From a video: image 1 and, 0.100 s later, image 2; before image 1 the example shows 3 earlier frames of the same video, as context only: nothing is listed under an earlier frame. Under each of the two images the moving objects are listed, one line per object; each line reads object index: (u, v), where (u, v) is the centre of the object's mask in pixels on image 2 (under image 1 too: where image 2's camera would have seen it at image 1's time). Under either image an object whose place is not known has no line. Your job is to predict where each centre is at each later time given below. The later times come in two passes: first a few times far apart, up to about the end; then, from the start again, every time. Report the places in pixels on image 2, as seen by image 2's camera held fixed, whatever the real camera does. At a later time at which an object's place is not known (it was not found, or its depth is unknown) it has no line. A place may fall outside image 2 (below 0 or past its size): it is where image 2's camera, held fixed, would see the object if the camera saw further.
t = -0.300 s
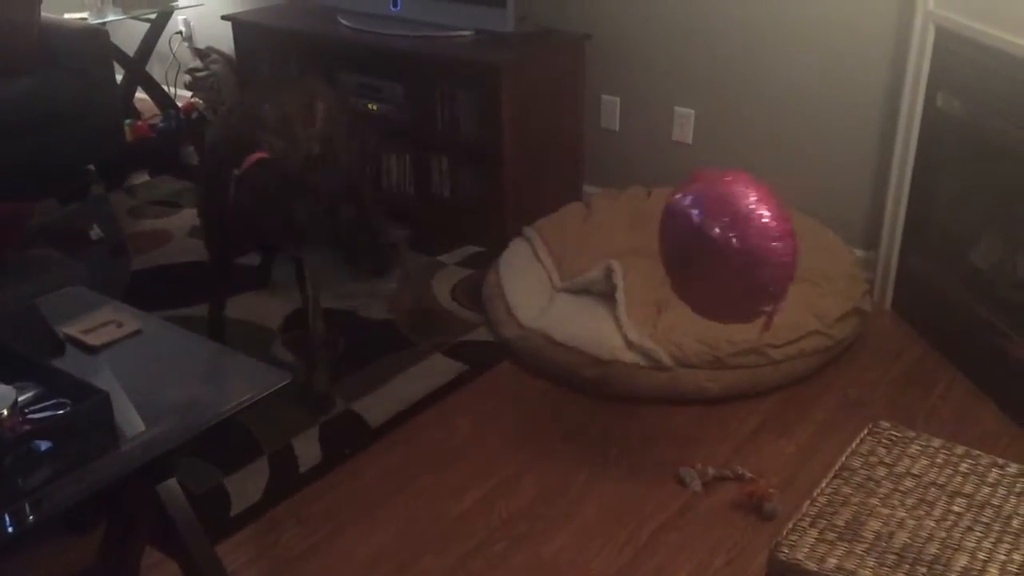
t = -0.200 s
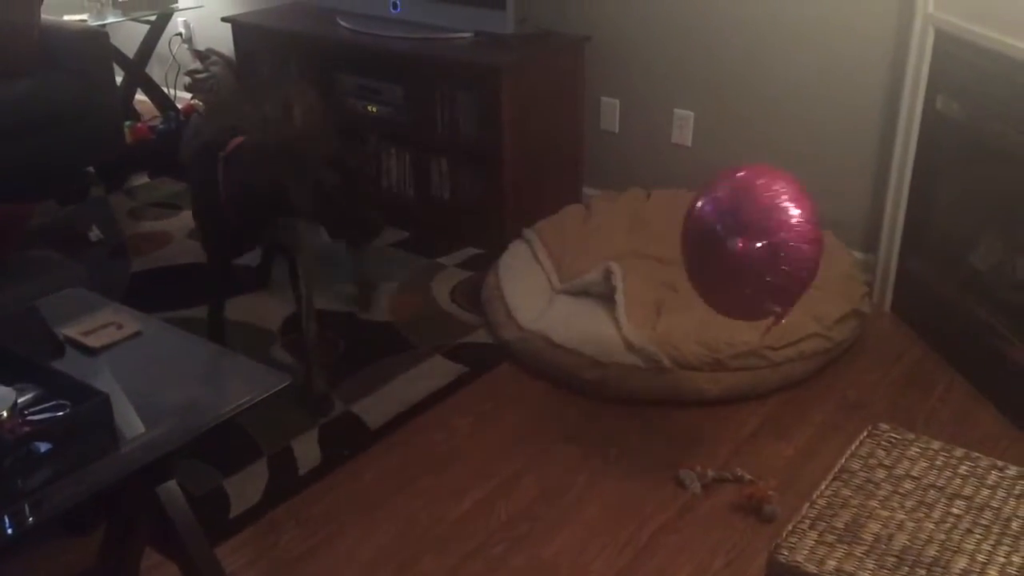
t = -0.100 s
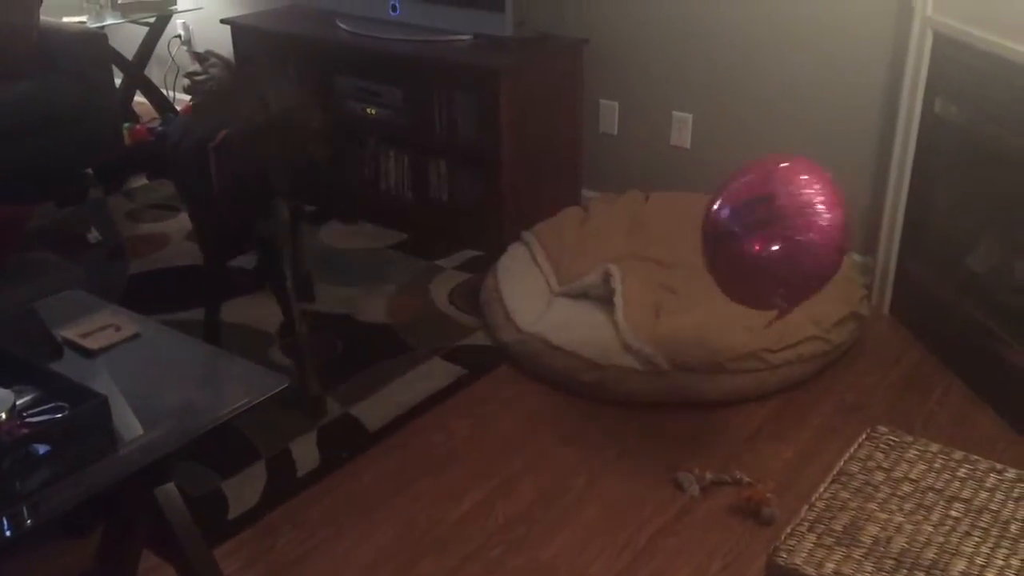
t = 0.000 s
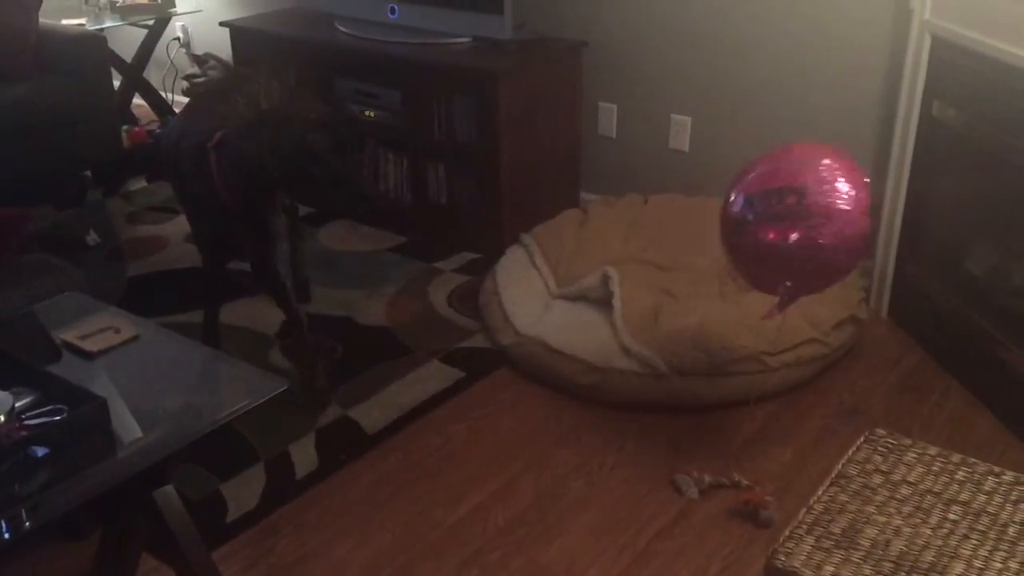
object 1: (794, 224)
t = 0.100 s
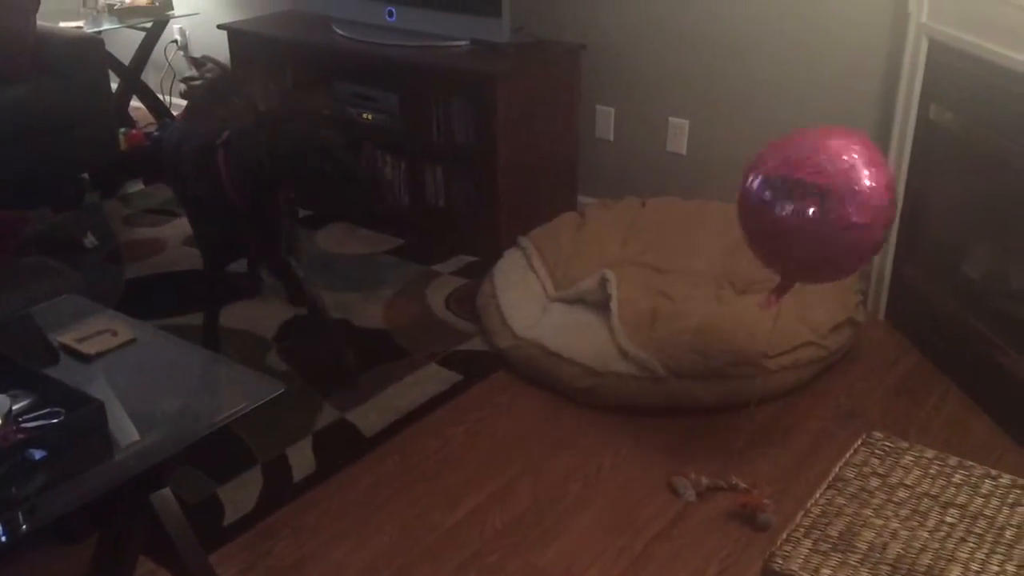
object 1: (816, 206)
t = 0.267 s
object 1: (833, 227)
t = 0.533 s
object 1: (848, 255)
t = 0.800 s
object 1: (864, 240)
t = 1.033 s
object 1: (860, 226)
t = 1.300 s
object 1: (831, 226)
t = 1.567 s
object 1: (806, 210)
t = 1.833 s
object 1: (773, 219)
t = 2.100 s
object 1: (743, 208)
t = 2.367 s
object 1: (720, 209)
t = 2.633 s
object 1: (702, 207)
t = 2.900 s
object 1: (694, 216)
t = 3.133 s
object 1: (696, 217)
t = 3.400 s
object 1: (708, 208)
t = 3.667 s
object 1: (729, 211)
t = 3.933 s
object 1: (751, 213)
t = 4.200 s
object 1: (777, 218)
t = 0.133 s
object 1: (822, 203)
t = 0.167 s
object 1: (825, 207)
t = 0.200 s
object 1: (828, 213)
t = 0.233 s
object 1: (830, 219)
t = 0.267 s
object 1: (833, 227)
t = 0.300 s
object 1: (835, 232)
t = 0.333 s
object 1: (836, 238)
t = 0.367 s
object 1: (838, 243)
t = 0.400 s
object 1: (840, 246)
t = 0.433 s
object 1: (842, 250)
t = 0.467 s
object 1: (844, 252)
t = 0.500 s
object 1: (847, 255)
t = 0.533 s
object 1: (848, 255)
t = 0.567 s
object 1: (850, 256)
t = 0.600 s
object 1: (852, 256)
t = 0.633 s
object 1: (854, 256)
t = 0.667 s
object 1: (856, 254)
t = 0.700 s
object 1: (858, 253)
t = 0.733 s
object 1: (861, 247)
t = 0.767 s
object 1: (862, 243)
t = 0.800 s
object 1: (864, 240)
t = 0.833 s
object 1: (866, 235)
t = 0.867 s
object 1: (867, 231)
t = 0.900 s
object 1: (867, 229)
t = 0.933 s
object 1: (866, 227)
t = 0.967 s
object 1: (865, 227)
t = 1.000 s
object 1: (863, 226)
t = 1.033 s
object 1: (860, 226)
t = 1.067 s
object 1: (857, 227)
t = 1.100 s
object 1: (853, 229)
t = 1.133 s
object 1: (849, 229)
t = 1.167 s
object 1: (845, 231)
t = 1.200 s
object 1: (840, 230)
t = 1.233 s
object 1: (837, 229)
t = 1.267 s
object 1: (833, 228)
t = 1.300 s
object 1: (831, 226)
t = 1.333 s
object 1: (828, 224)
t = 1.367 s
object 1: (825, 222)
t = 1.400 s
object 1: (822, 220)
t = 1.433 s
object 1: (819, 217)
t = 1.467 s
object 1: (816, 215)
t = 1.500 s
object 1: (814, 210)
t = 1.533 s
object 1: (809, 211)
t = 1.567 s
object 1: (806, 210)
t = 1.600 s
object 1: (802, 212)
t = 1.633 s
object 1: (798, 213)
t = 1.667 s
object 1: (794, 215)
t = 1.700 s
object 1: (790, 216)
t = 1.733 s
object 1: (785, 218)
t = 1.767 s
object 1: (781, 218)
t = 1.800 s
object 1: (777, 218)
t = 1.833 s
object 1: (773, 219)
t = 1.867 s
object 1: (769, 219)
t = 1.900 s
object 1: (765, 218)
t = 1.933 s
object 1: (761, 218)
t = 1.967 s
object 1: (756, 217)
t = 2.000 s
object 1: (753, 215)
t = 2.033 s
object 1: (750, 213)
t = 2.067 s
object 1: (746, 211)
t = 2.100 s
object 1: (743, 208)
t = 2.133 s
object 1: (740, 207)
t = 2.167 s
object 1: (737, 206)
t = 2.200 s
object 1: (734, 205)
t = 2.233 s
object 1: (731, 205)
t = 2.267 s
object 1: (728, 206)
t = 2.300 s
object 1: (725, 207)
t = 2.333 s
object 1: (723, 208)
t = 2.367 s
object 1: (720, 209)
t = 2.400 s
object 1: (718, 210)
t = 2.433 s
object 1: (715, 210)
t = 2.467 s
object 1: (713, 211)
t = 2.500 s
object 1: (711, 210)
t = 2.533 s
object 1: (708, 210)
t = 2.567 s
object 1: (706, 209)
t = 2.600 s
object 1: (704, 209)
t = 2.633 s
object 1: (702, 207)
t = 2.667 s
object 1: (700, 207)
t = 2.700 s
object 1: (699, 208)
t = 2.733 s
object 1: (697, 209)
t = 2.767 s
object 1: (696, 211)
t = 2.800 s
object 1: (695, 212)
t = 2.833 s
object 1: (694, 213)
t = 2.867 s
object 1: (695, 215)
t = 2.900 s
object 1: (694, 216)
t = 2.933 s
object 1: (694, 218)
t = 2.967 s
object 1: (694, 218)
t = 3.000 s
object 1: (694, 219)
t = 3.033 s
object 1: (694, 219)
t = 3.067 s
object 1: (695, 219)
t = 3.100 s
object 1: (696, 218)
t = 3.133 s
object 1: (696, 217)
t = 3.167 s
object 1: (697, 215)
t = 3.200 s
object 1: (698, 214)
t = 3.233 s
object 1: (699, 212)
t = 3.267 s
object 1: (701, 211)
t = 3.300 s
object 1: (703, 209)
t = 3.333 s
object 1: (704, 208)
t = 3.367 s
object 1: (706, 207)
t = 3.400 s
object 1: (708, 208)
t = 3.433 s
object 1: (711, 209)
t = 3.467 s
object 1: (713, 210)
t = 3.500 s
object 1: (715, 211)
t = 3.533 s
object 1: (718, 212)
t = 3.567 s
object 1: (721, 212)
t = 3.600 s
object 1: (723, 212)
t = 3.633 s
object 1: (726, 212)
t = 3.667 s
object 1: (729, 211)
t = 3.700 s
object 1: (731, 210)
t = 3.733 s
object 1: (733, 209)
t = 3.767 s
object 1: (736, 209)
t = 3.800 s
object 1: (739, 210)
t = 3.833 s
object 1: (742, 211)
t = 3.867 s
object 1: (745, 212)
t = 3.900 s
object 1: (748, 213)
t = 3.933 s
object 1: (751, 213)
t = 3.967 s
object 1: (754, 215)
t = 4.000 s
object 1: (758, 215)
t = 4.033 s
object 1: (761, 216)
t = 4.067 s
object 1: (764, 217)
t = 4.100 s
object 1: (767, 218)
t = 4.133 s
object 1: (771, 218)
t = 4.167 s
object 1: (774, 218)
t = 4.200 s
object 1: (777, 218)
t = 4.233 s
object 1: (780, 217)
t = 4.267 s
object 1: (783, 217)
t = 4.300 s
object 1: (786, 217)
